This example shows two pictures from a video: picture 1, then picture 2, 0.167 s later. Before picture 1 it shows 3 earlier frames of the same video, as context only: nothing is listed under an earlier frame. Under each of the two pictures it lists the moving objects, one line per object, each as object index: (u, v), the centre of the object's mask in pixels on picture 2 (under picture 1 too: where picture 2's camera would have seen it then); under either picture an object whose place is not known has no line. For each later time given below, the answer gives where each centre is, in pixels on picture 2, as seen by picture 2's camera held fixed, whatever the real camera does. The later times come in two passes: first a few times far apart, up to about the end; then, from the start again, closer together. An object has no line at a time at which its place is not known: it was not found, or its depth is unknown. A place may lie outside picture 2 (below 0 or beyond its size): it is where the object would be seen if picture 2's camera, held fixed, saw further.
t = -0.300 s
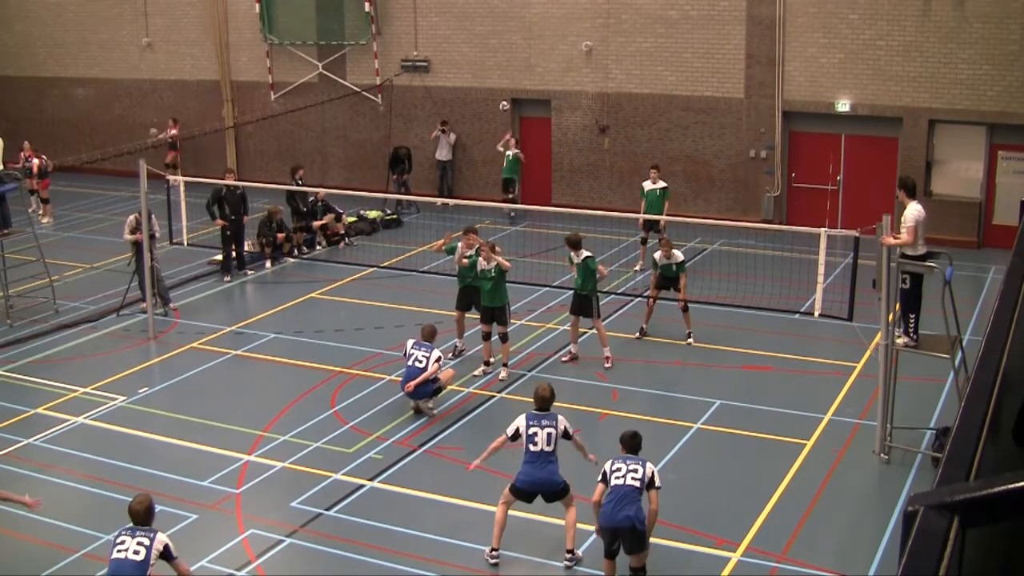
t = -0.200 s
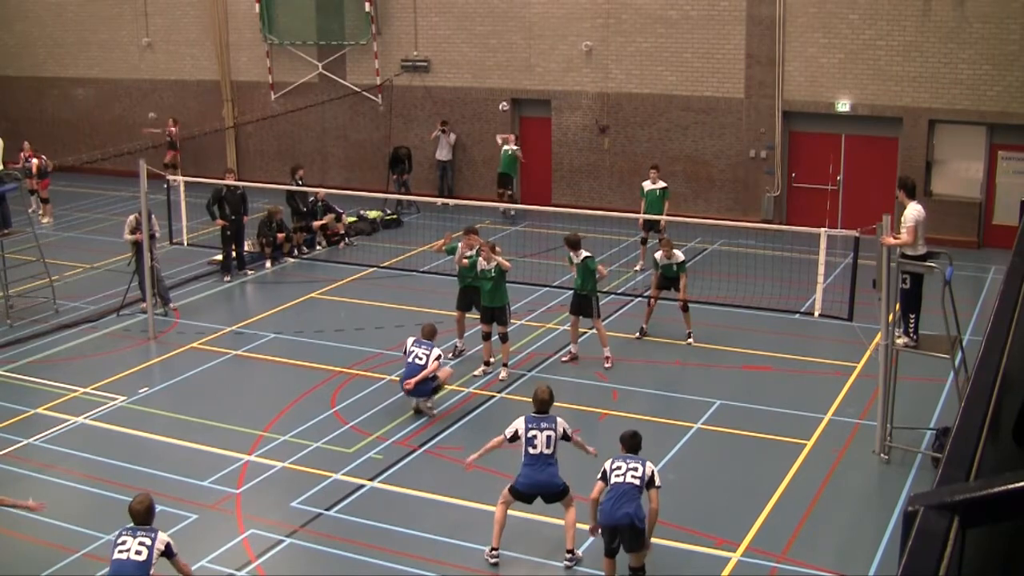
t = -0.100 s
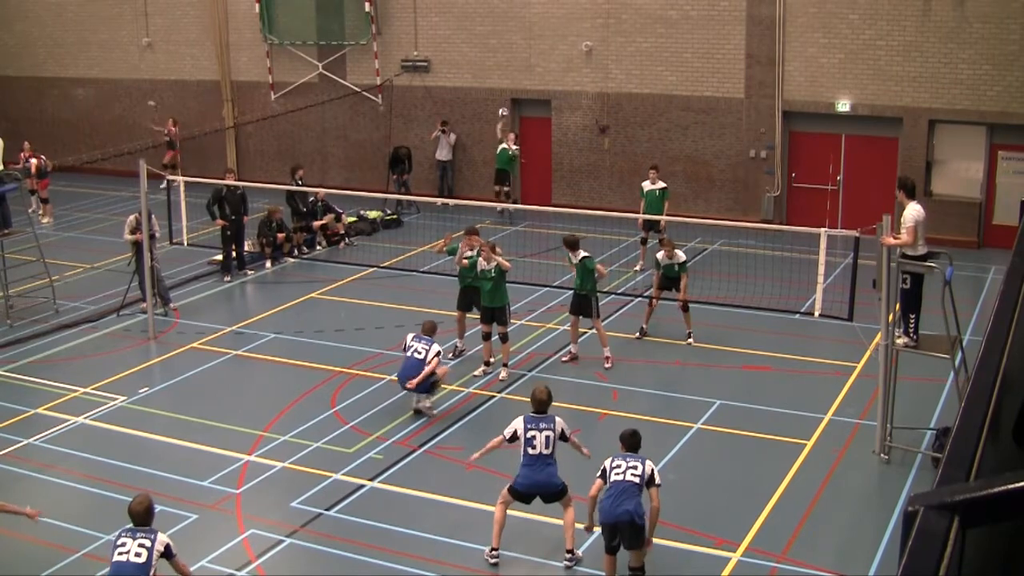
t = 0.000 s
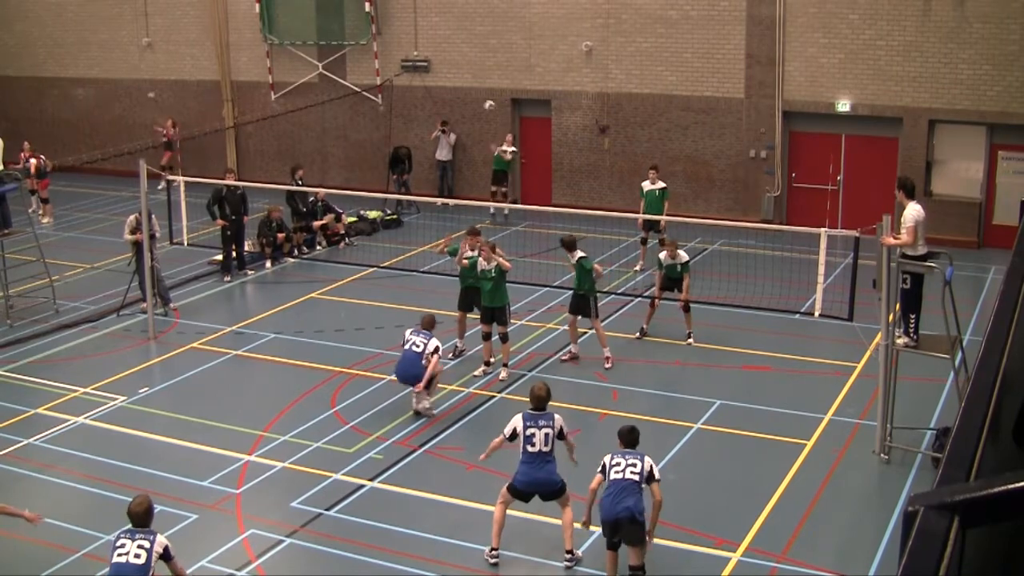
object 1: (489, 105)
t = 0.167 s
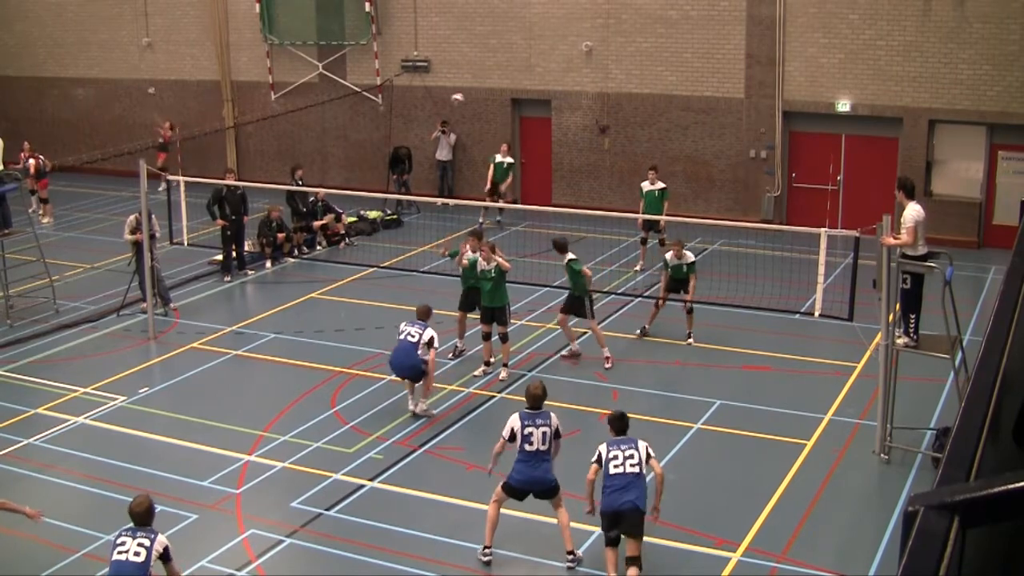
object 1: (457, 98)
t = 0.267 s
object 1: (435, 99)
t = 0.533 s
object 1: (369, 135)
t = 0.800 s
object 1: (287, 248)
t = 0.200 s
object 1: (450, 98)
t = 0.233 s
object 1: (442, 98)
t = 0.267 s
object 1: (435, 99)
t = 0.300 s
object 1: (428, 101)
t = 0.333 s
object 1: (420, 103)
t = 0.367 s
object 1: (412, 105)
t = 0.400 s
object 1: (403, 108)
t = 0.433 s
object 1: (395, 113)
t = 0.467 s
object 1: (387, 120)
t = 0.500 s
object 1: (378, 127)
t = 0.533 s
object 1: (369, 135)
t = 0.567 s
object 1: (361, 144)
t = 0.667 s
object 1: (332, 180)
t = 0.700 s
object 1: (321, 195)
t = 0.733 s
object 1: (311, 212)
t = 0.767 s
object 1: (299, 228)
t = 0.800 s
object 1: (287, 248)
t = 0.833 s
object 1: (276, 266)
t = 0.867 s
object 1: (260, 291)
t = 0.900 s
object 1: (245, 316)
